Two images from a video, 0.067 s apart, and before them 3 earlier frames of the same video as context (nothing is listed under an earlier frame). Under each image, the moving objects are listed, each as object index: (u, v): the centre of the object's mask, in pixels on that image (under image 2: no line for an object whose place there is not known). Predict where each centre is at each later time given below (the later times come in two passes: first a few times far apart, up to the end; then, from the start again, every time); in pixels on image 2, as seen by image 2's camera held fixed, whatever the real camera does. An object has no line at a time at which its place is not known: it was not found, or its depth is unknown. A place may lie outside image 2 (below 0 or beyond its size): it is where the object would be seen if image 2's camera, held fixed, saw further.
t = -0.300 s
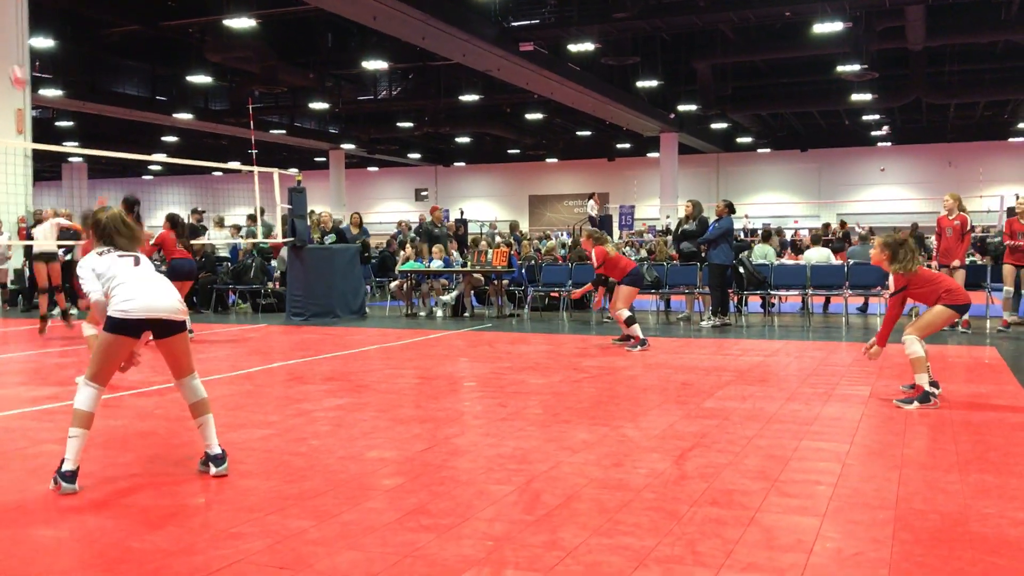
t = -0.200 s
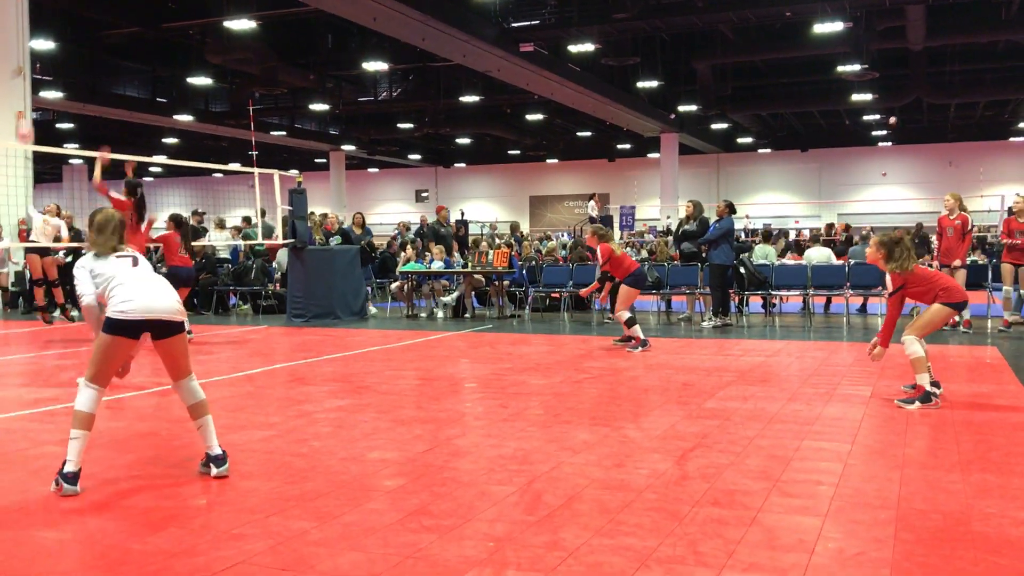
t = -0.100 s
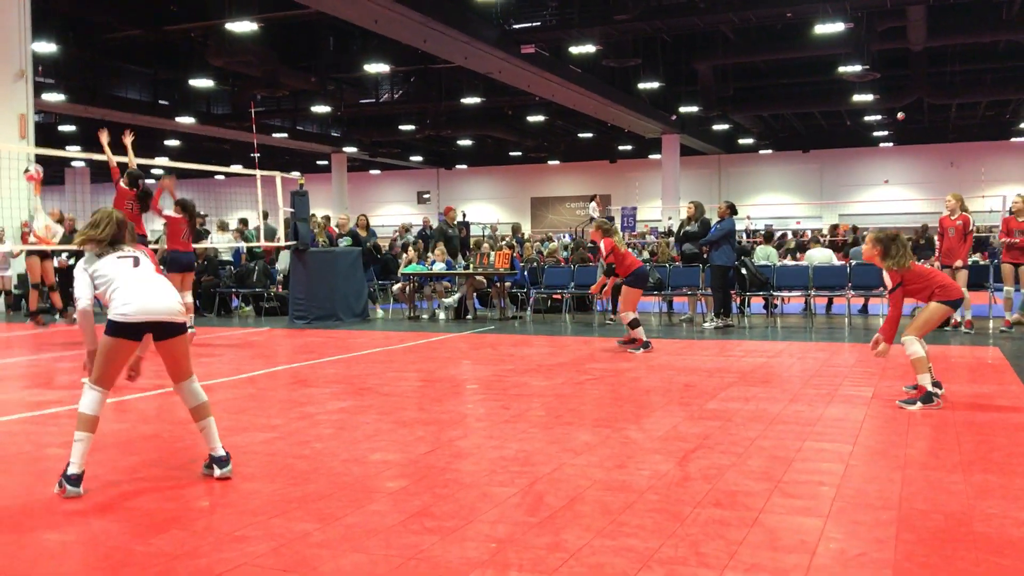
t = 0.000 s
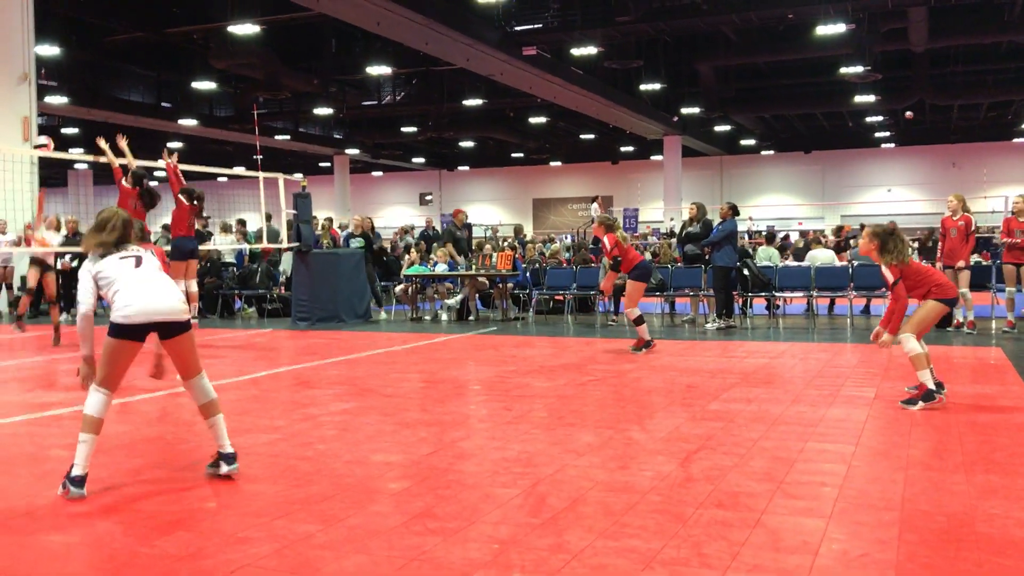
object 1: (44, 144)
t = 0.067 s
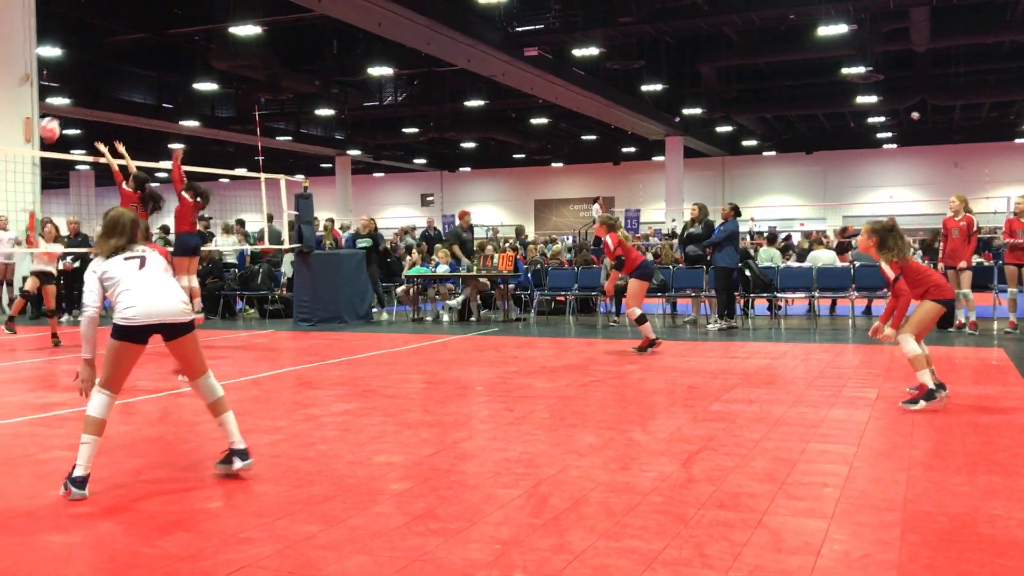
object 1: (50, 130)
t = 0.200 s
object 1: (58, 101)
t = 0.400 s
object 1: (75, 85)
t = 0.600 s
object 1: (93, 120)
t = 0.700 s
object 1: (104, 170)
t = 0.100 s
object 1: (51, 122)
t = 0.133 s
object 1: (53, 114)
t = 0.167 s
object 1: (56, 107)
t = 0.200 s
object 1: (58, 101)
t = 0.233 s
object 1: (60, 96)
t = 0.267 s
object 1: (63, 91)
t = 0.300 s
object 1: (66, 88)
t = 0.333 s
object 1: (68, 86)
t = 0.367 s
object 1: (72, 85)
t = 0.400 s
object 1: (75, 85)
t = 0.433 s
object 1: (77, 87)
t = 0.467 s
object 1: (80, 90)
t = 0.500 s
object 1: (83, 94)
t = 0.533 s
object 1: (86, 100)
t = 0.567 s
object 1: (89, 108)
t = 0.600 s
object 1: (93, 120)
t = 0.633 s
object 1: (97, 134)
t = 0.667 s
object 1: (100, 150)
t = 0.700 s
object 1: (104, 170)
